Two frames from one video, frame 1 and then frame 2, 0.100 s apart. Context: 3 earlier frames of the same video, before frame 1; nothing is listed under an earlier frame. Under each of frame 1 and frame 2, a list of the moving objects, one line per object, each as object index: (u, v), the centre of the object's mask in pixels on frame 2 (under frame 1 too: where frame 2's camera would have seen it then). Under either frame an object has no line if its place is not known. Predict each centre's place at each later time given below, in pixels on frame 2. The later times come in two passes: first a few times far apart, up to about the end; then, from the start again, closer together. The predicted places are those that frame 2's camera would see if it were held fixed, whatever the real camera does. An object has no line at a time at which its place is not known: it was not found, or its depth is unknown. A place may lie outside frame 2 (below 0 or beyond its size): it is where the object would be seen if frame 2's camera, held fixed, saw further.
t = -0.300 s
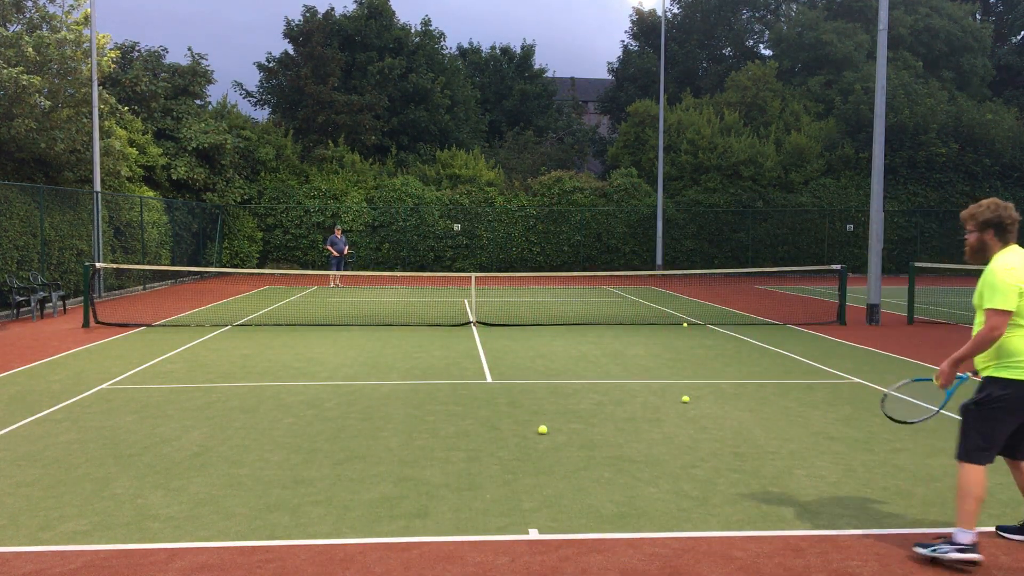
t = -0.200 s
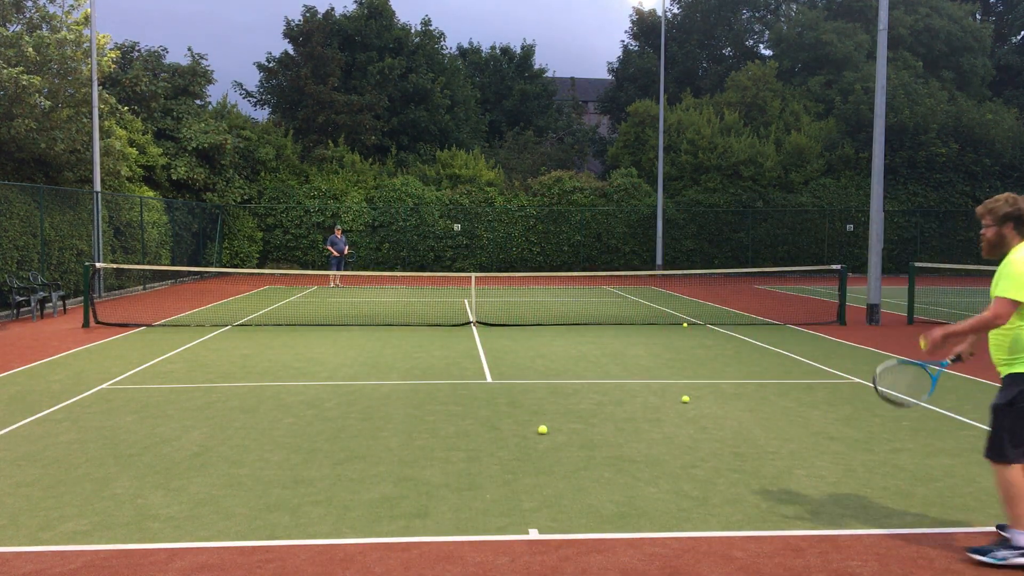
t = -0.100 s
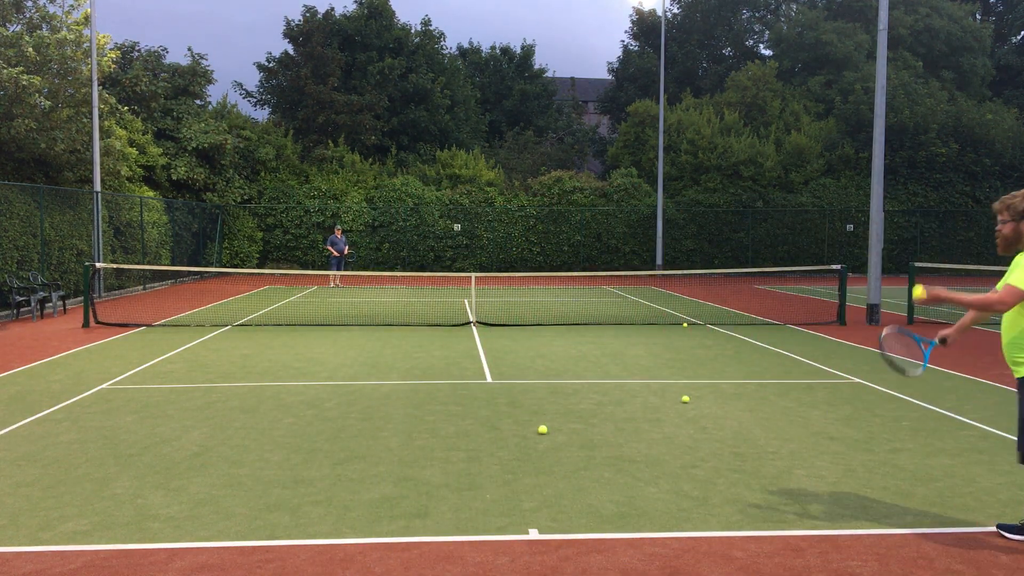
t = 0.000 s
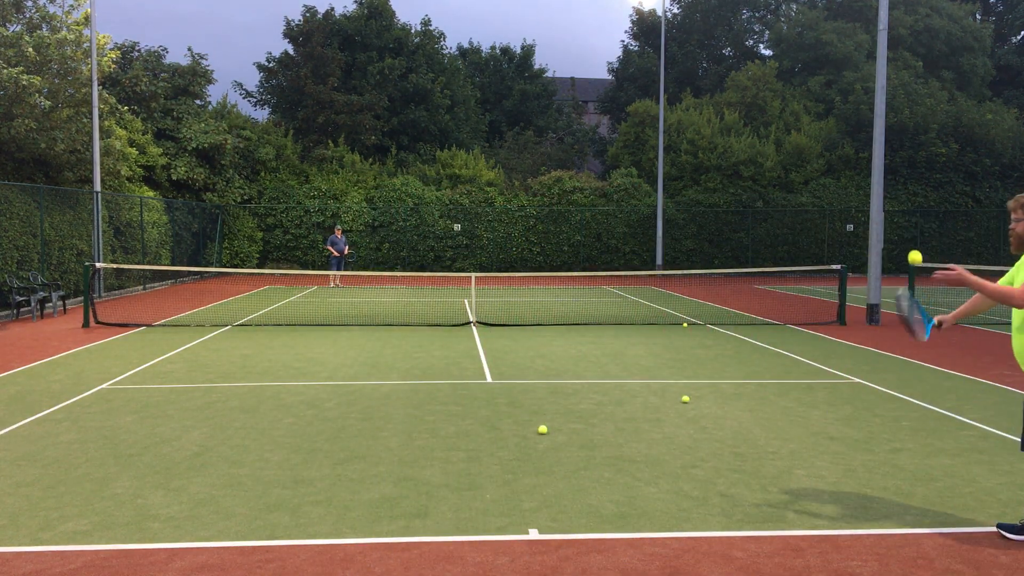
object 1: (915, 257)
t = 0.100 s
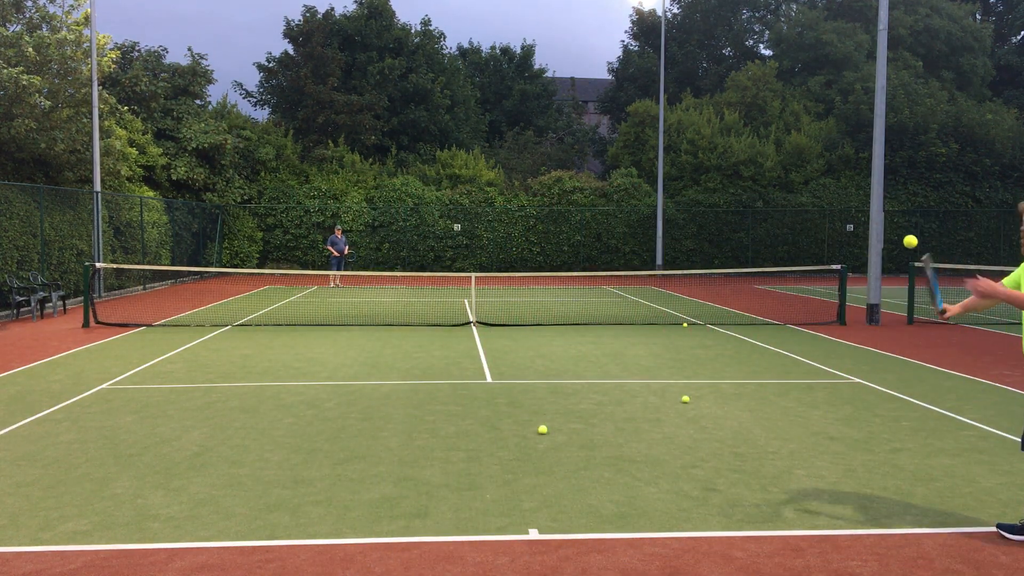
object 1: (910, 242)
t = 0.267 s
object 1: (902, 254)
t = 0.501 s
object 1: (888, 352)
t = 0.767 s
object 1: (876, 474)
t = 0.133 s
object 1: (909, 240)
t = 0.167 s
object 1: (907, 241)
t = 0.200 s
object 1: (905, 243)
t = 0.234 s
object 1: (903, 248)
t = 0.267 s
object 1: (902, 254)
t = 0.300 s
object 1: (900, 263)
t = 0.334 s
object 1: (898, 273)
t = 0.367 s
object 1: (896, 285)
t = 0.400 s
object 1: (894, 299)
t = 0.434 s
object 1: (892, 315)
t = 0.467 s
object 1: (890, 333)
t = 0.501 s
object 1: (888, 352)
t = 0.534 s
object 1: (886, 374)
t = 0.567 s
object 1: (885, 397)
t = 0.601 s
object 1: (882, 421)
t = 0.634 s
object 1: (881, 448)
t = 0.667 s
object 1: (878, 476)
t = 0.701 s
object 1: (876, 505)
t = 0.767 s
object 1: (876, 474)
